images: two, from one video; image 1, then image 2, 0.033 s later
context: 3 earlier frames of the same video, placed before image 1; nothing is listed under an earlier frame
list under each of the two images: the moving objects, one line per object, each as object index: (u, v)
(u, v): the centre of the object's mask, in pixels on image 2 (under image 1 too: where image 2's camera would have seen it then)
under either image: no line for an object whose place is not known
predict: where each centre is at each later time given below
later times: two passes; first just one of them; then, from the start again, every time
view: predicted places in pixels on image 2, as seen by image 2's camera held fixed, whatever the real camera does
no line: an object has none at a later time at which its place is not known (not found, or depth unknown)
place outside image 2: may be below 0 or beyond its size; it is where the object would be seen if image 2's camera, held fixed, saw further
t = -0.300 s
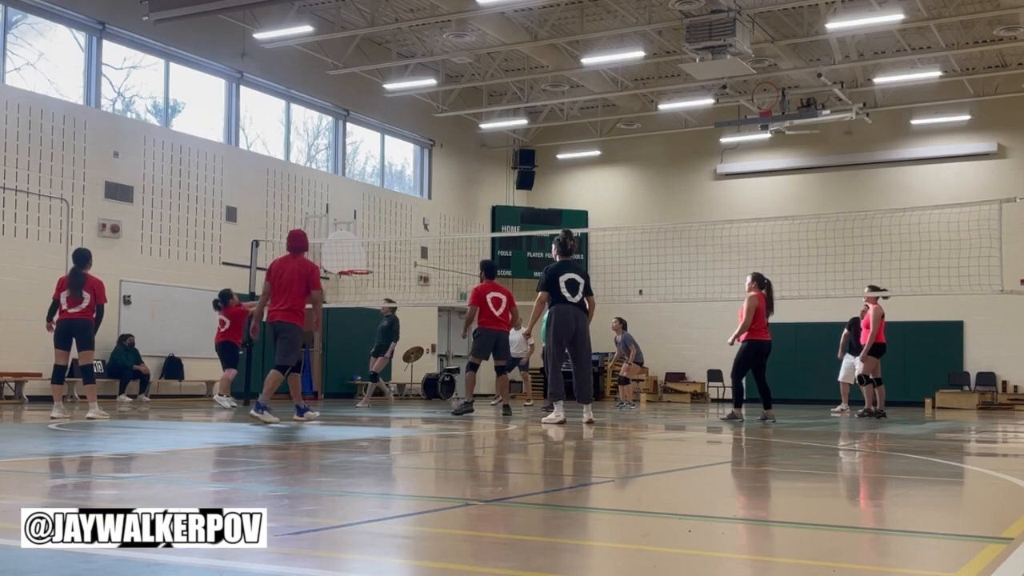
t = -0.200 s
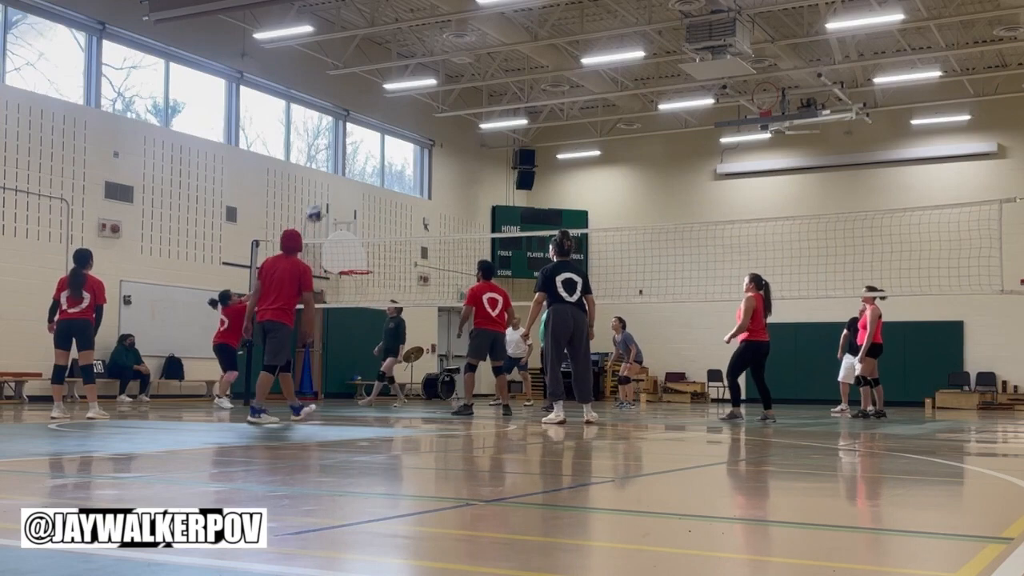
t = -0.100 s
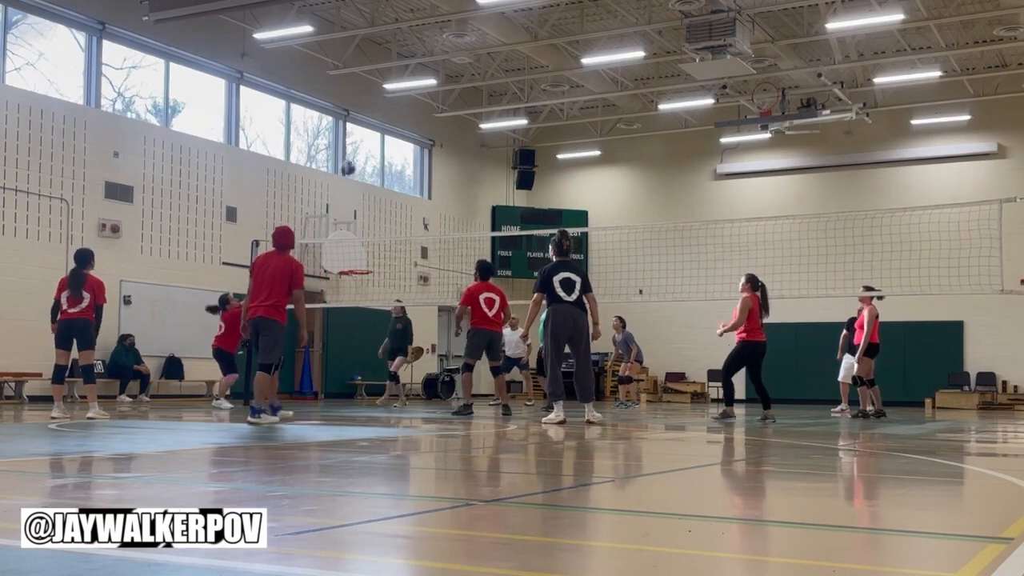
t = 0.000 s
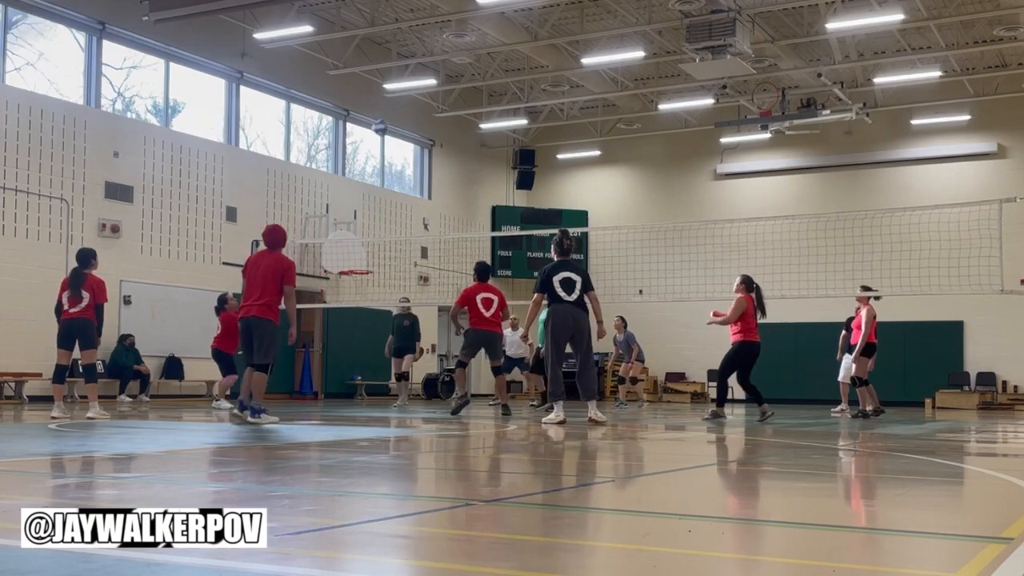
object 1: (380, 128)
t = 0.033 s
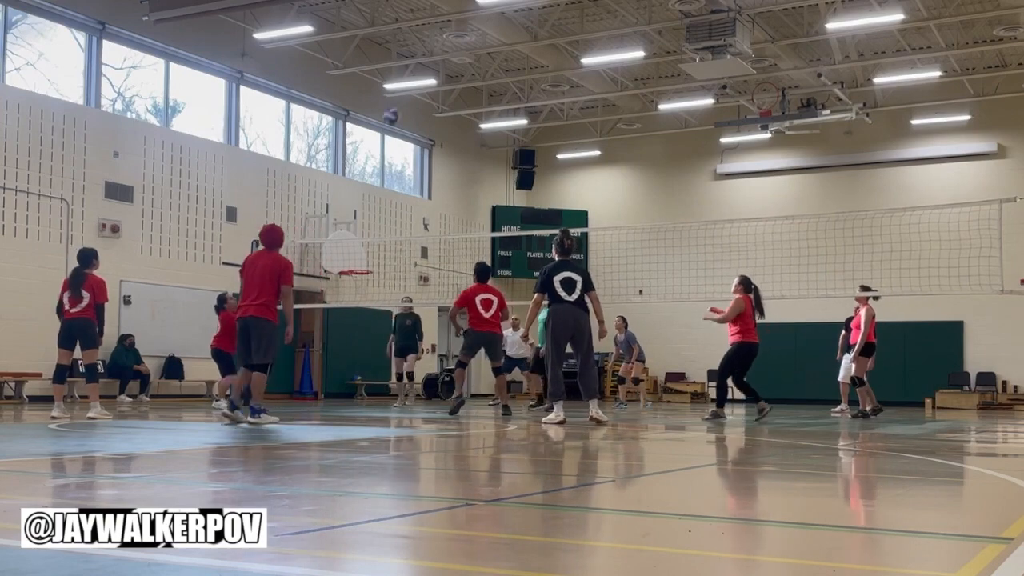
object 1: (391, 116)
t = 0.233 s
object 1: (459, 67)
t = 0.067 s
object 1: (402, 106)
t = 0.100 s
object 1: (414, 96)
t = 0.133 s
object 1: (427, 88)
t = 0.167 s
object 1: (437, 80)
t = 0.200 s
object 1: (448, 72)
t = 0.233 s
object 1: (459, 67)
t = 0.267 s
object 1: (471, 61)
